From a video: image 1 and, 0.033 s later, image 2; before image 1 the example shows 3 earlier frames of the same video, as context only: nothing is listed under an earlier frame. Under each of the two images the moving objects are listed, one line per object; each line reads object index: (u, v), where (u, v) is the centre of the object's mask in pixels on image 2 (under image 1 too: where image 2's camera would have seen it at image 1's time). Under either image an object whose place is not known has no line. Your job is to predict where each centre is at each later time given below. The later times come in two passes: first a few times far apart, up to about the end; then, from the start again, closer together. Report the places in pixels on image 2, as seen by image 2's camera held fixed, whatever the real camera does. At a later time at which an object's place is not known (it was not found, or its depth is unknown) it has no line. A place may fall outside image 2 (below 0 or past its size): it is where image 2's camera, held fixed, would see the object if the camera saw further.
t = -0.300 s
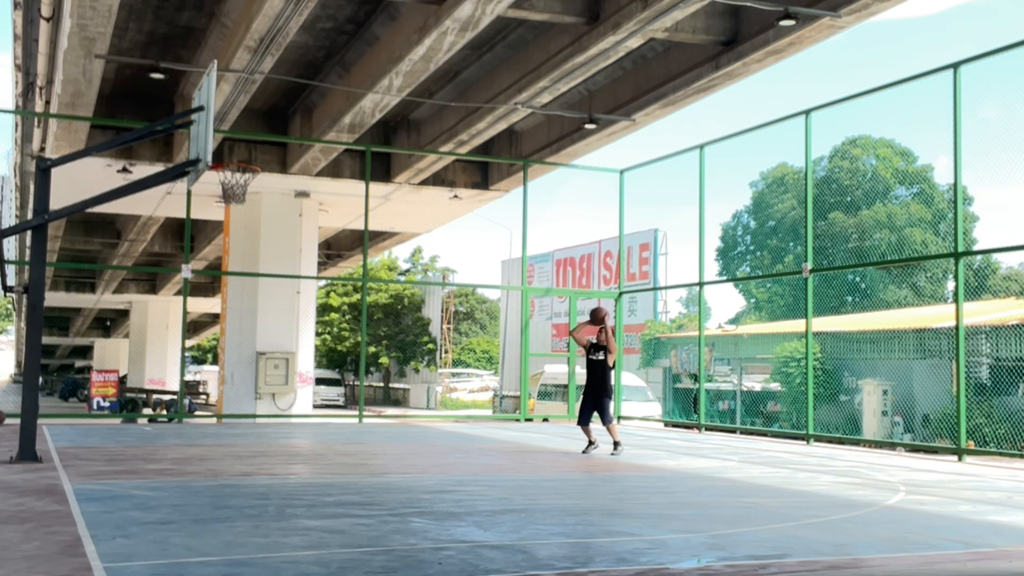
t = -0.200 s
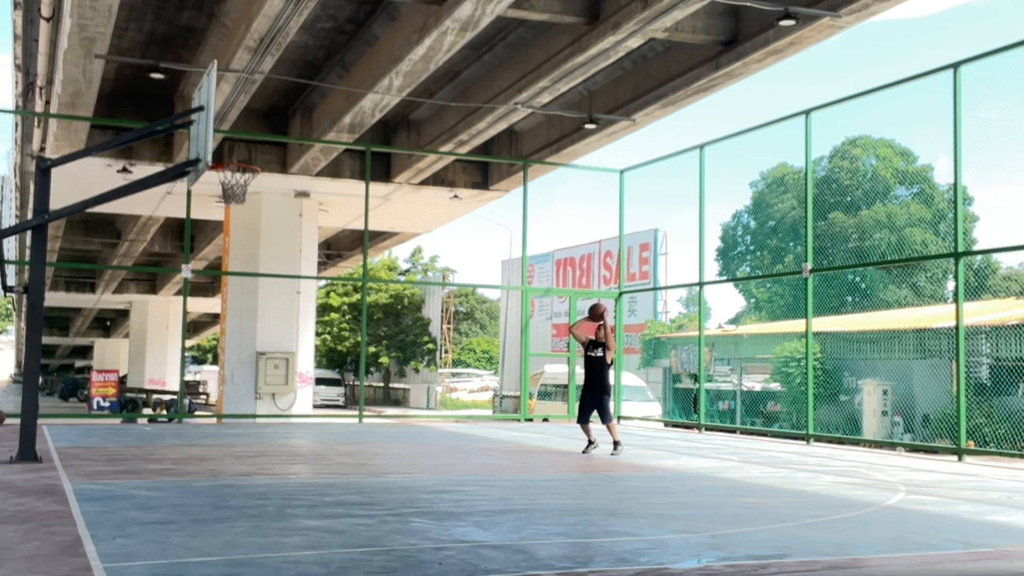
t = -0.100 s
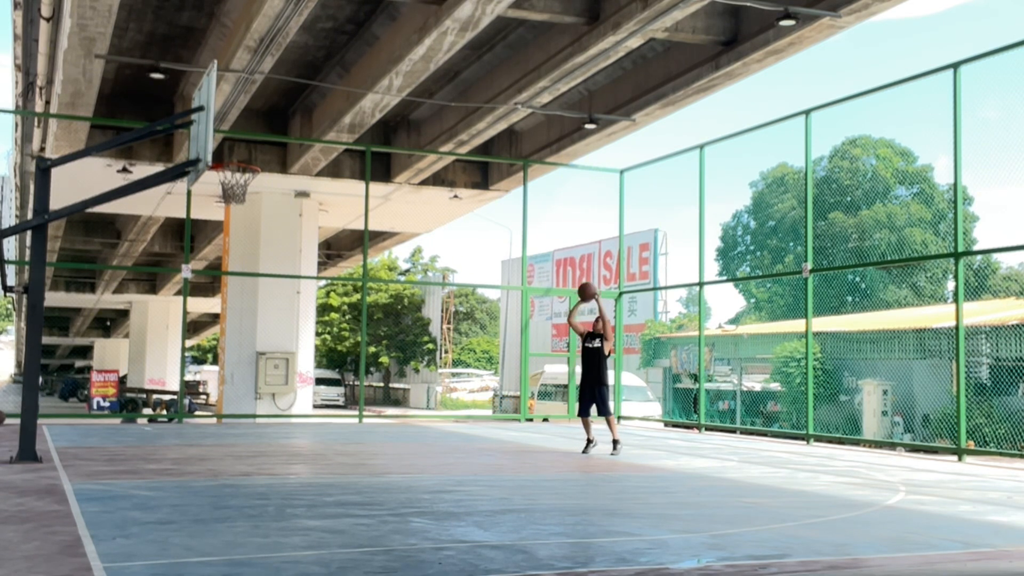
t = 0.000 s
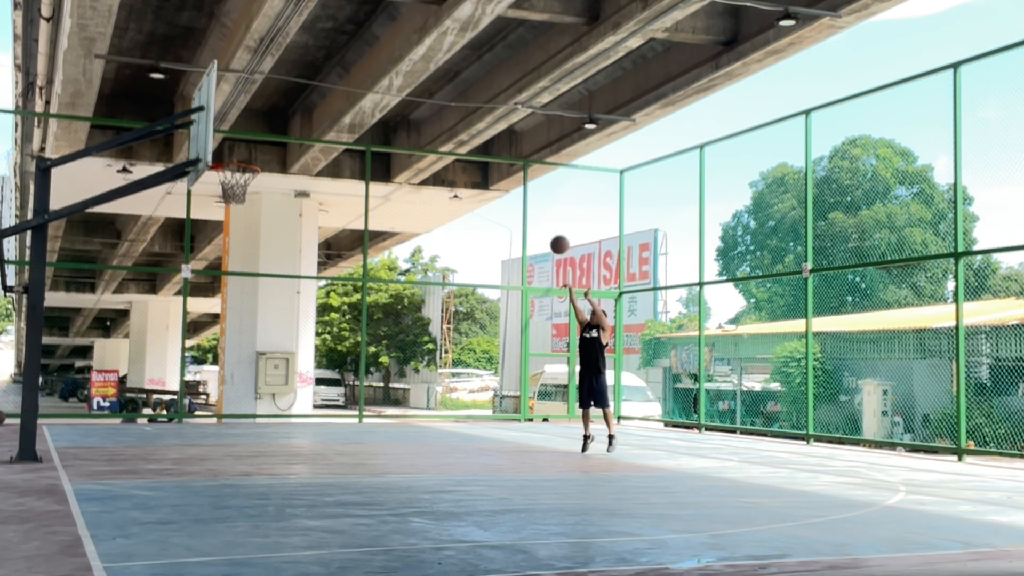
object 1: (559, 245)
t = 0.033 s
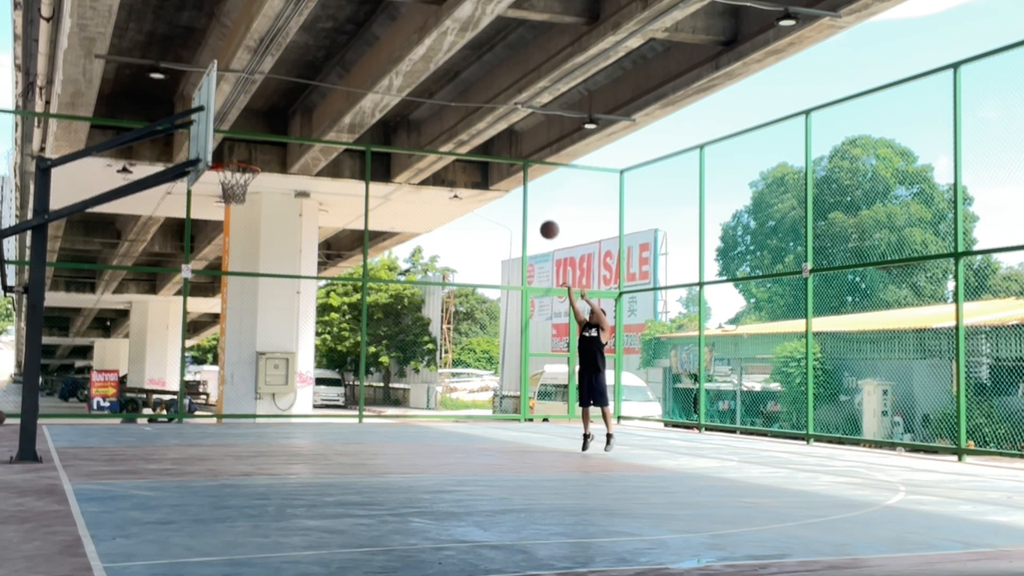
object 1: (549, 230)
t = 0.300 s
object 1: (462, 142)
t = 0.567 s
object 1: (372, 110)
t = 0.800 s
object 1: (288, 132)
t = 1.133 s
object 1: (231, 179)
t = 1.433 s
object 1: (237, 191)
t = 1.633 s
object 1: (231, 213)
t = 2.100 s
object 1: (208, 391)
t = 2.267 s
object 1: (202, 406)
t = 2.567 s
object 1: (195, 296)
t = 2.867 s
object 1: (183, 271)
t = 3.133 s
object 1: (170, 316)
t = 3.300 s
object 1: (160, 376)
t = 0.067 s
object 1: (538, 216)
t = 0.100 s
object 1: (527, 203)
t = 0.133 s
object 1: (517, 190)
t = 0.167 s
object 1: (507, 178)
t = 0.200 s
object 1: (495, 168)
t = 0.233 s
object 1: (485, 159)
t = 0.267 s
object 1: (474, 150)
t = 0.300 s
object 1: (462, 142)
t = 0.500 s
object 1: (395, 114)
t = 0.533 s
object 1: (384, 111)
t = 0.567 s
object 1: (372, 110)
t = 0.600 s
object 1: (361, 110)
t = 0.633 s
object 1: (349, 111)
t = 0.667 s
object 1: (337, 113)
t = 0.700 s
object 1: (324, 117)
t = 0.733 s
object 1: (312, 121)
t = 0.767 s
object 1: (300, 127)
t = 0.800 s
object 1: (288, 132)
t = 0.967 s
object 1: (222, 179)
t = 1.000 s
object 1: (220, 180)
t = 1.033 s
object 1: (221, 179)
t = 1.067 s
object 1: (225, 179)
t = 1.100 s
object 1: (226, 180)
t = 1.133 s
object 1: (231, 179)
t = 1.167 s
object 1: (231, 179)
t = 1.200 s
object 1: (231, 179)
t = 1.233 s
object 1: (232, 180)
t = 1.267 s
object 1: (233, 181)
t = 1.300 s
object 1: (234, 183)
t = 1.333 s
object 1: (237, 184)
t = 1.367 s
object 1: (238, 187)
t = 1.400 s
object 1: (238, 189)
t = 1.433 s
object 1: (237, 191)
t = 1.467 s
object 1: (237, 193)
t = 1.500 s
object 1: (235, 196)
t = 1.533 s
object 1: (234, 199)
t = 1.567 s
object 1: (233, 201)
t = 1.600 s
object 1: (231, 209)
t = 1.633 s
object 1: (231, 213)
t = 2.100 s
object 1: (208, 391)
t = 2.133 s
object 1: (206, 412)
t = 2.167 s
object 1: (204, 433)
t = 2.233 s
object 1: (202, 425)
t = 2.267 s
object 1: (202, 406)
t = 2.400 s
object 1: (199, 347)
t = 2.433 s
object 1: (198, 334)
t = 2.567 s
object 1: (195, 296)
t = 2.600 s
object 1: (194, 289)
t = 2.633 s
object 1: (193, 284)
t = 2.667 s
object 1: (191, 279)
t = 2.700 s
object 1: (190, 275)
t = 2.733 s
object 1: (189, 272)
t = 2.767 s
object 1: (188, 271)
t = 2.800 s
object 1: (186, 270)
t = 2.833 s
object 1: (185, 270)
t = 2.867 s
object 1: (183, 271)
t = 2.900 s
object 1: (182, 273)
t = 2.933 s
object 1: (180, 276)
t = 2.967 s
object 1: (178, 280)
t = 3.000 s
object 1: (177, 285)
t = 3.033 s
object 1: (175, 291)
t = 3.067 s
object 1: (173, 298)
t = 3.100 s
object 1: (172, 306)
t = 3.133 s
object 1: (170, 316)
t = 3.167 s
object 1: (168, 326)
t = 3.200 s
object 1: (166, 337)
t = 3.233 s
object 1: (164, 349)
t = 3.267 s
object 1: (162, 362)
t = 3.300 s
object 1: (160, 376)
